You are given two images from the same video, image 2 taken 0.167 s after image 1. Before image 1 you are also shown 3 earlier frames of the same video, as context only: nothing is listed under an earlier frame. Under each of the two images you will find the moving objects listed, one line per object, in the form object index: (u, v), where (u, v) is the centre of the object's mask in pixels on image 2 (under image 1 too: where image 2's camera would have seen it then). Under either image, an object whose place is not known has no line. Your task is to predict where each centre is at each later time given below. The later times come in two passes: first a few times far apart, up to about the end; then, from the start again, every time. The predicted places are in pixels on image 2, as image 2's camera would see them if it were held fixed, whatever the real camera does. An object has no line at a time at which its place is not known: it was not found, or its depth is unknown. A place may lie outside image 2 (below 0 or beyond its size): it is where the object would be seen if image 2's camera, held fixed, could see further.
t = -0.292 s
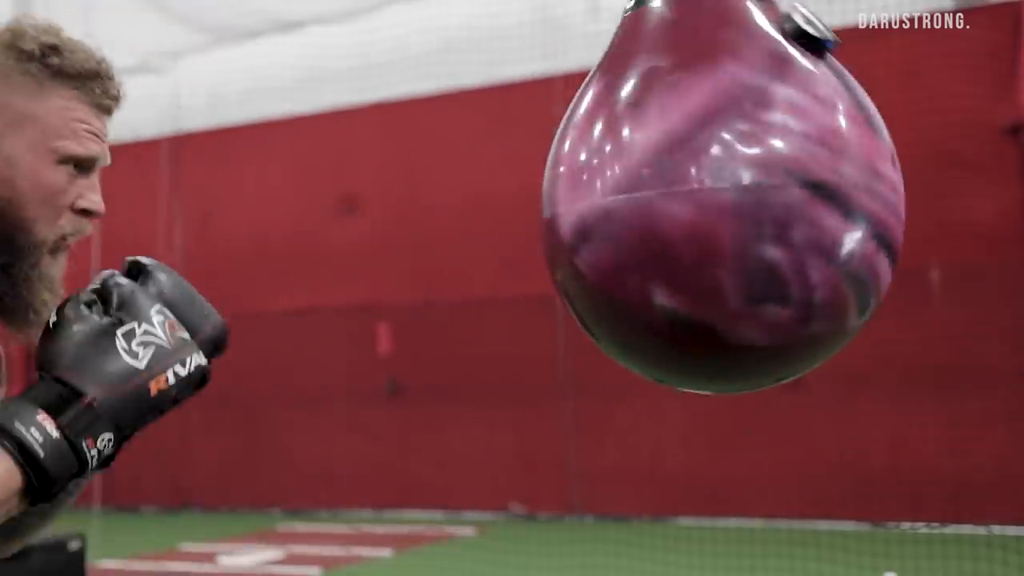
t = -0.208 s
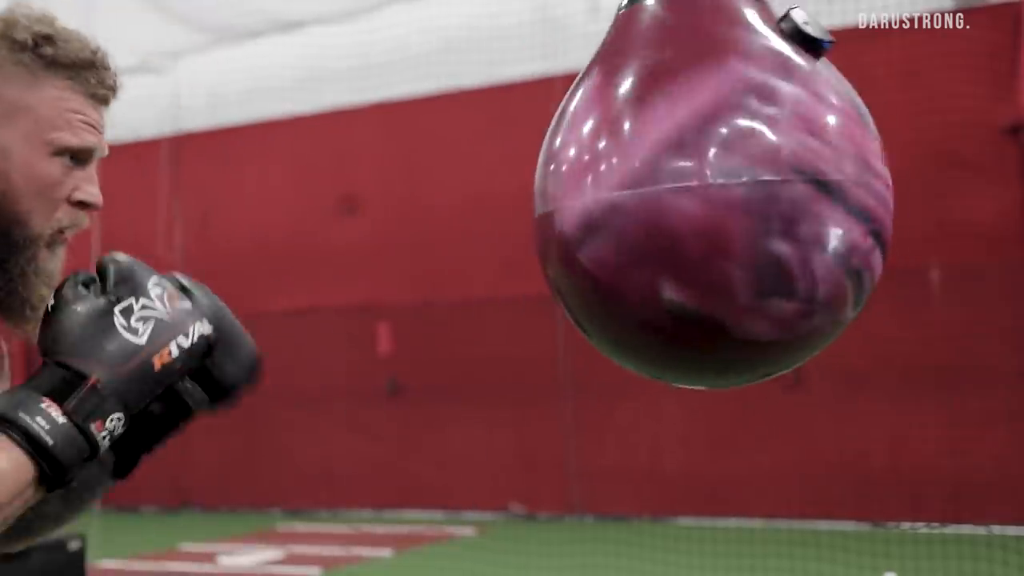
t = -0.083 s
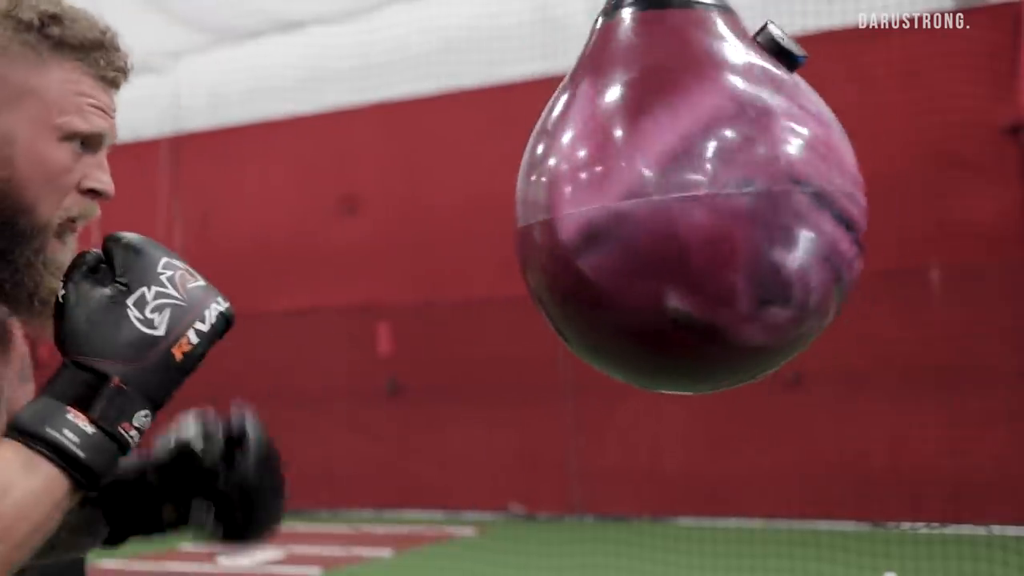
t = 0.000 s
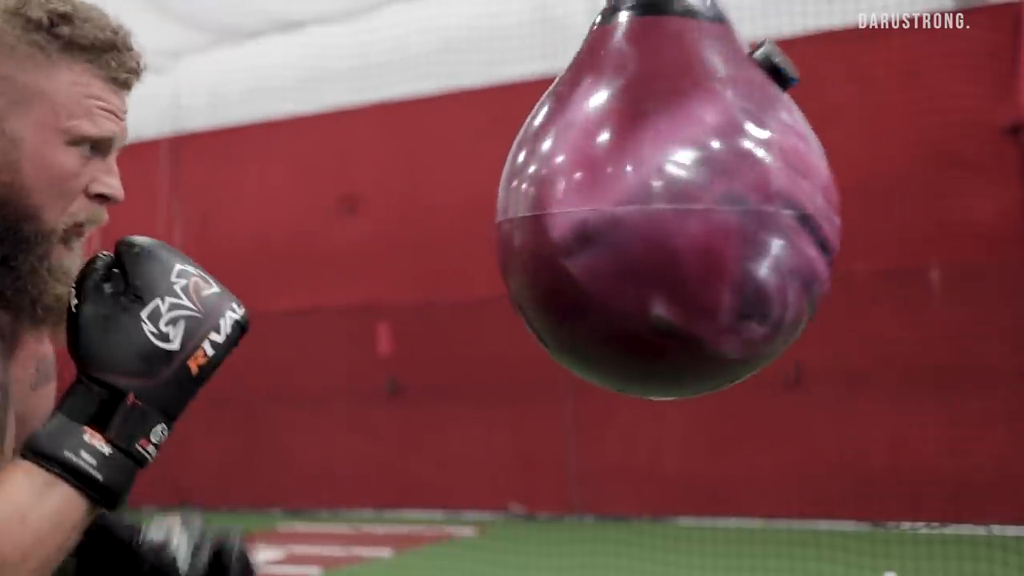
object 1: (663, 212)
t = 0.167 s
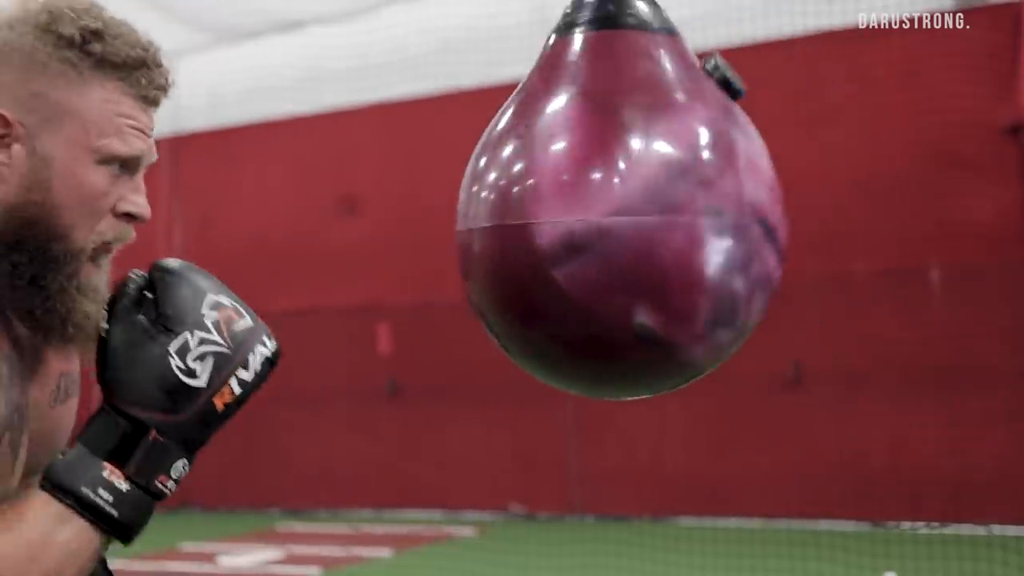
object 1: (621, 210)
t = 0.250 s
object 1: (596, 215)
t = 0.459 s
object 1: (555, 213)
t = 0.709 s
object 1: (542, 212)
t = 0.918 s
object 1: (562, 215)
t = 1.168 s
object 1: (624, 211)
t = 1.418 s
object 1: (689, 205)
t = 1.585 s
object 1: (714, 202)
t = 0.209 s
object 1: (609, 213)
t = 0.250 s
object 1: (596, 215)
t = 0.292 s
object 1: (586, 213)
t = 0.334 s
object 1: (580, 212)
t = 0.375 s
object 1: (571, 214)
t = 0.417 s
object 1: (561, 215)
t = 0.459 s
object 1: (555, 213)
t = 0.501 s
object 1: (550, 212)
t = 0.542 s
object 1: (546, 215)
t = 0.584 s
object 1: (542, 213)
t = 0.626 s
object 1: (541, 211)
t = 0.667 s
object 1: (541, 211)
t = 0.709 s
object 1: (542, 212)
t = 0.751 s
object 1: (543, 213)
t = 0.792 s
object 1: (545, 213)
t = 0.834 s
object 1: (551, 212)
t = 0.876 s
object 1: (555, 214)
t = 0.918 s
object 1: (562, 215)
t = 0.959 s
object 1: (574, 212)
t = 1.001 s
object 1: (582, 211)
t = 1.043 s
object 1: (593, 210)
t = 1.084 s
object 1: (601, 213)
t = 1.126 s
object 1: (615, 211)
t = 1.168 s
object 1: (624, 211)
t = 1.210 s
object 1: (635, 210)
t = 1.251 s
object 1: (650, 207)
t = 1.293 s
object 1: (662, 205)
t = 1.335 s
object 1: (674, 204)
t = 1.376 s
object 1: (683, 203)
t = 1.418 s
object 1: (689, 205)
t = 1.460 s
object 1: (701, 201)
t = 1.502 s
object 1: (705, 202)
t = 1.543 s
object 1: (709, 202)
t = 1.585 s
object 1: (714, 202)
